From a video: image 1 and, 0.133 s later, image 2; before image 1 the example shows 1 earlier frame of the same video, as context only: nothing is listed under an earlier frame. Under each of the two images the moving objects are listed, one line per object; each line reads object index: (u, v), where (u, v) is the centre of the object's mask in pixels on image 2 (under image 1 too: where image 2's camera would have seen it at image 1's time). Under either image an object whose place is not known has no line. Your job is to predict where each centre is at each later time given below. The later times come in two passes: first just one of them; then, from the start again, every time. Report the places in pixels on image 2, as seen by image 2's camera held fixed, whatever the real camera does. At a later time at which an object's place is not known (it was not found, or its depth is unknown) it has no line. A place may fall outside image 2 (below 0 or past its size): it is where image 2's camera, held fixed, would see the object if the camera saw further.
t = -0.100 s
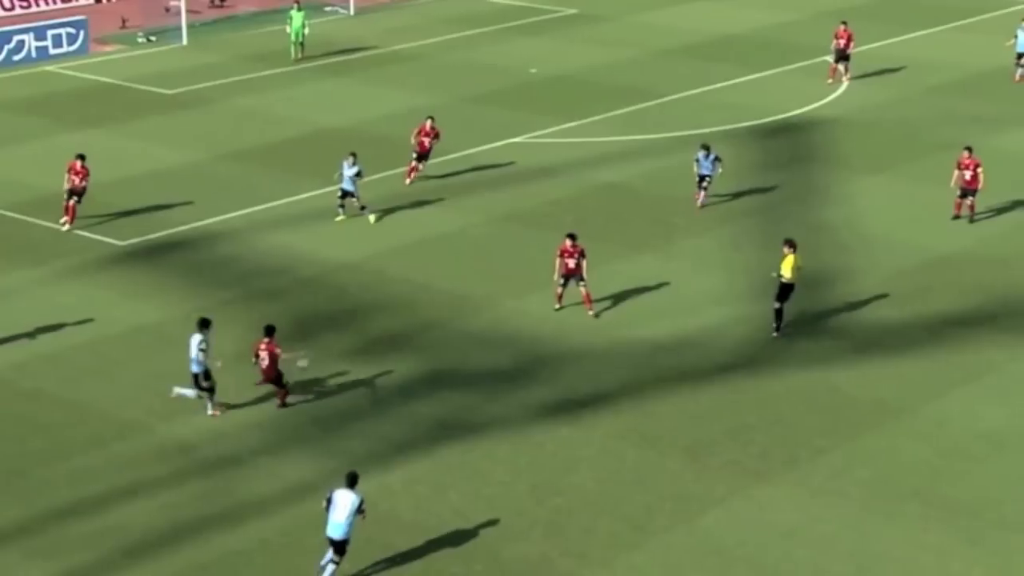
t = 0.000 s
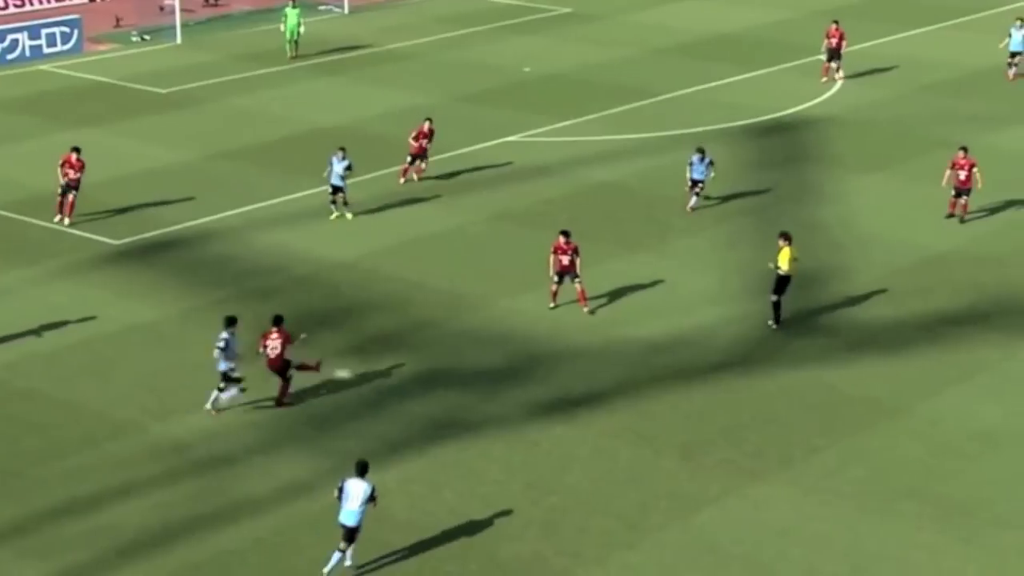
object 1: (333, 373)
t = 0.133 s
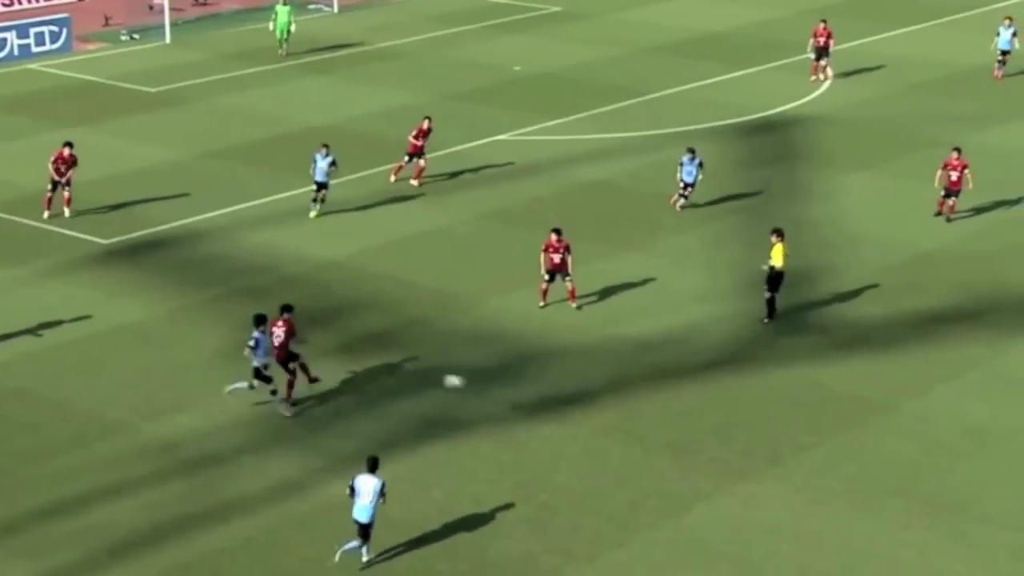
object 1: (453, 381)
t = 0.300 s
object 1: (608, 412)
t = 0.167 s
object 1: (484, 385)
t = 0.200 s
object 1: (515, 390)
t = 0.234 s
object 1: (546, 397)
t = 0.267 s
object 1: (577, 404)
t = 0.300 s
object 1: (608, 412)
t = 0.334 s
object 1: (639, 421)
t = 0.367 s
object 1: (671, 431)
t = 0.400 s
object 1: (704, 442)
